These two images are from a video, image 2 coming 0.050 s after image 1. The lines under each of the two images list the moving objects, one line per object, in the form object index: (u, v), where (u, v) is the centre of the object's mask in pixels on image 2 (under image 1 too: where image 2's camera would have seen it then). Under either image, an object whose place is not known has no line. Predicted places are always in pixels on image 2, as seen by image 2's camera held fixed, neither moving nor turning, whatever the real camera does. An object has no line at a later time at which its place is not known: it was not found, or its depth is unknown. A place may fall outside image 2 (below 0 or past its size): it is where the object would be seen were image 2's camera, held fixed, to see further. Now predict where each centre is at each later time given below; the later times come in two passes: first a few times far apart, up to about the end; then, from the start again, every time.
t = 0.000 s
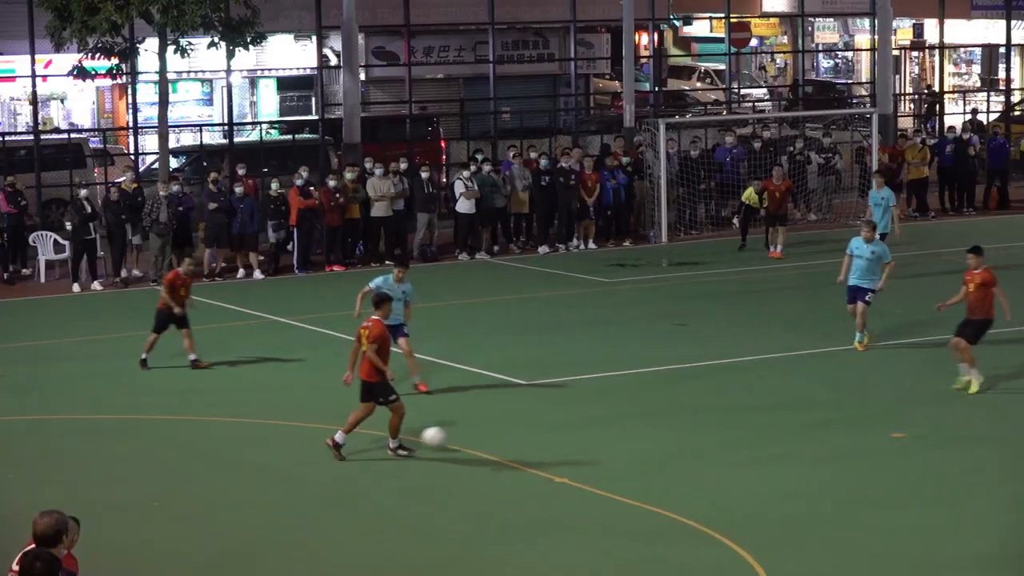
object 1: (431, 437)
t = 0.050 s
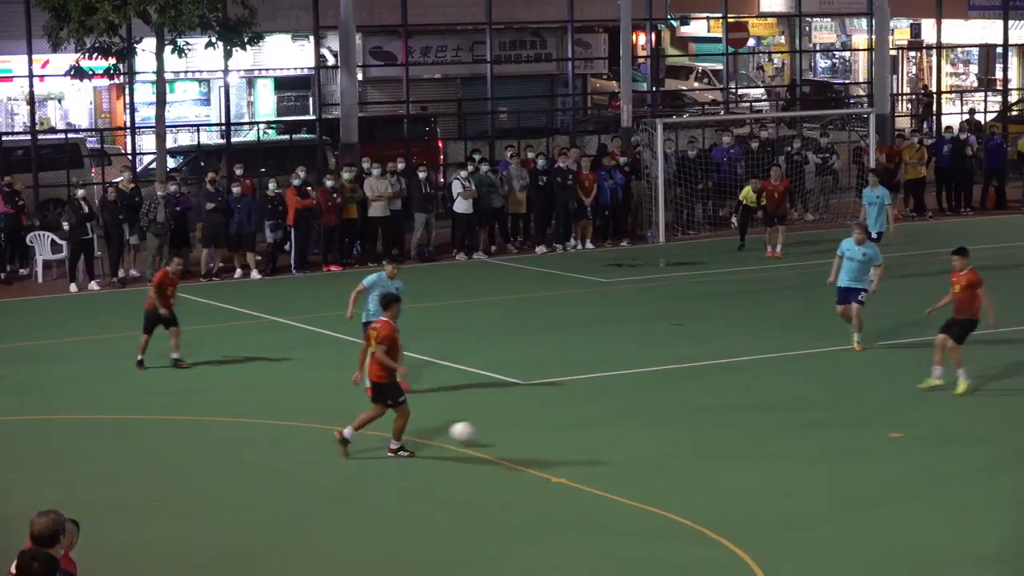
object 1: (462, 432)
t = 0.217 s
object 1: (556, 419)
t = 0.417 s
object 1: (648, 407)
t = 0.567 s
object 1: (706, 401)
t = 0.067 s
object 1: (472, 430)
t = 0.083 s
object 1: (482, 430)
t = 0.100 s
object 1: (492, 429)
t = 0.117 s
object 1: (503, 429)
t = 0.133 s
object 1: (513, 428)
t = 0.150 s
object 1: (522, 427)
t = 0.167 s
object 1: (530, 424)
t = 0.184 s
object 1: (538, 422)
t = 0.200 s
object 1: (547, 420)
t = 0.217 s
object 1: (556, 419)
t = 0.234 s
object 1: (564, 418)
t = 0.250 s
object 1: (572, 416)
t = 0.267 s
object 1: (581, 416)
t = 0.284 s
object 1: (589, 415)
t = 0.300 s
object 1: (597, 415)
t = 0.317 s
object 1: (605, 414)
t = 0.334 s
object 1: (614, 414)
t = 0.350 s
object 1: (621, 412)
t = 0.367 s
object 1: (628, 411)
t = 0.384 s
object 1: (635, 409)
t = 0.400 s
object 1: (641, 408)
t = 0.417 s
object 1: (648, 407)
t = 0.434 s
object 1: (655, 406)
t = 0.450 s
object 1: (661, 405)
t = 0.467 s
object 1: (668, 404)
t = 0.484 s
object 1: (674, 404)
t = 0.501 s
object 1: (681, 404)
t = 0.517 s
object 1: (688, 404)
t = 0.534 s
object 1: (694, 404)
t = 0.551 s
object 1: (700, 402)
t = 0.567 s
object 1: (706, 401)
